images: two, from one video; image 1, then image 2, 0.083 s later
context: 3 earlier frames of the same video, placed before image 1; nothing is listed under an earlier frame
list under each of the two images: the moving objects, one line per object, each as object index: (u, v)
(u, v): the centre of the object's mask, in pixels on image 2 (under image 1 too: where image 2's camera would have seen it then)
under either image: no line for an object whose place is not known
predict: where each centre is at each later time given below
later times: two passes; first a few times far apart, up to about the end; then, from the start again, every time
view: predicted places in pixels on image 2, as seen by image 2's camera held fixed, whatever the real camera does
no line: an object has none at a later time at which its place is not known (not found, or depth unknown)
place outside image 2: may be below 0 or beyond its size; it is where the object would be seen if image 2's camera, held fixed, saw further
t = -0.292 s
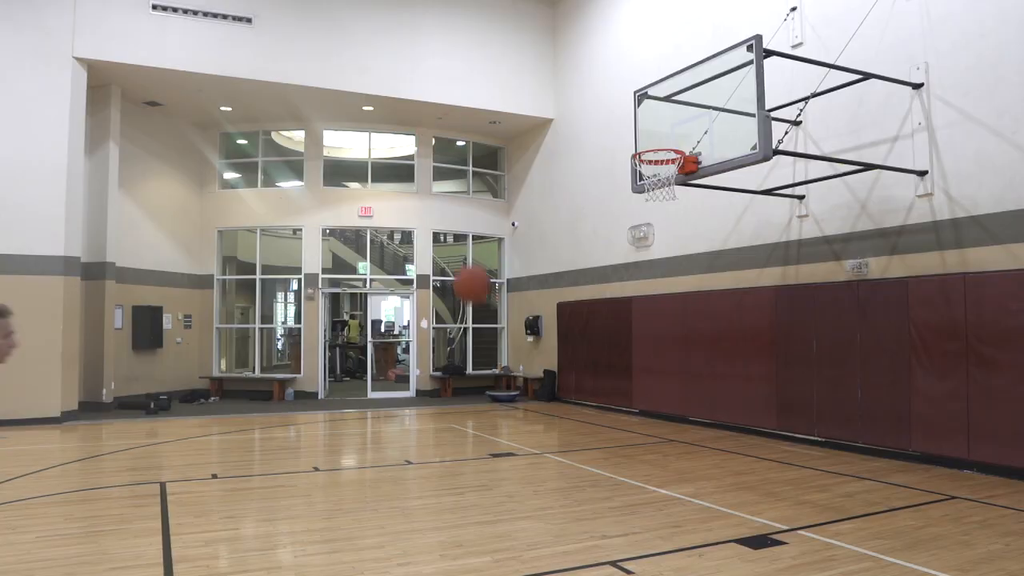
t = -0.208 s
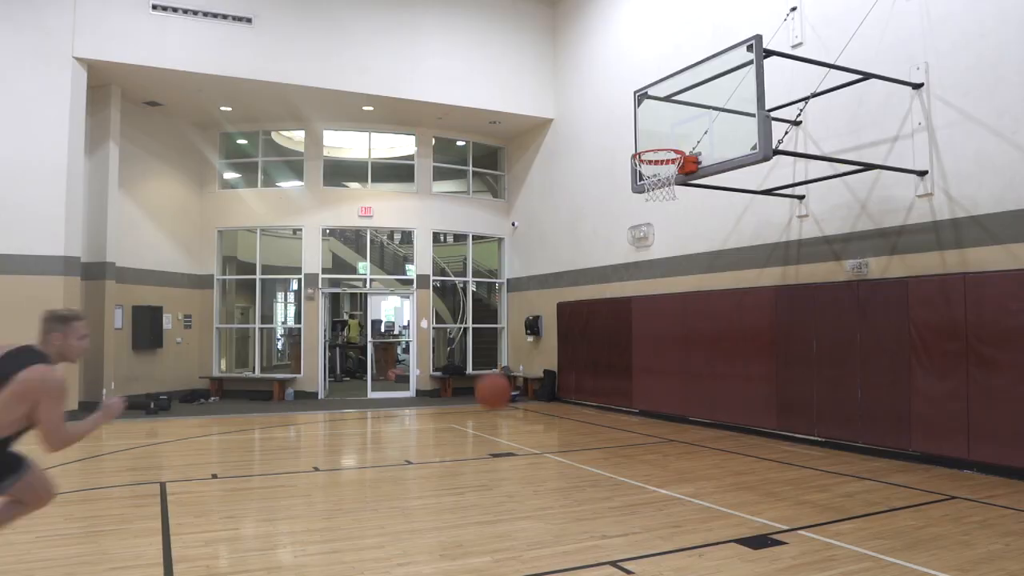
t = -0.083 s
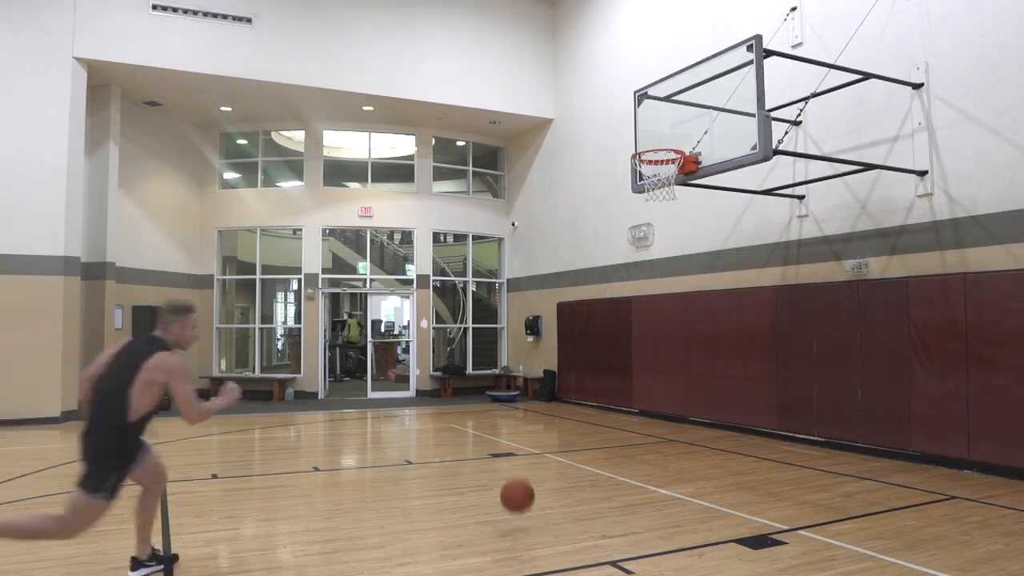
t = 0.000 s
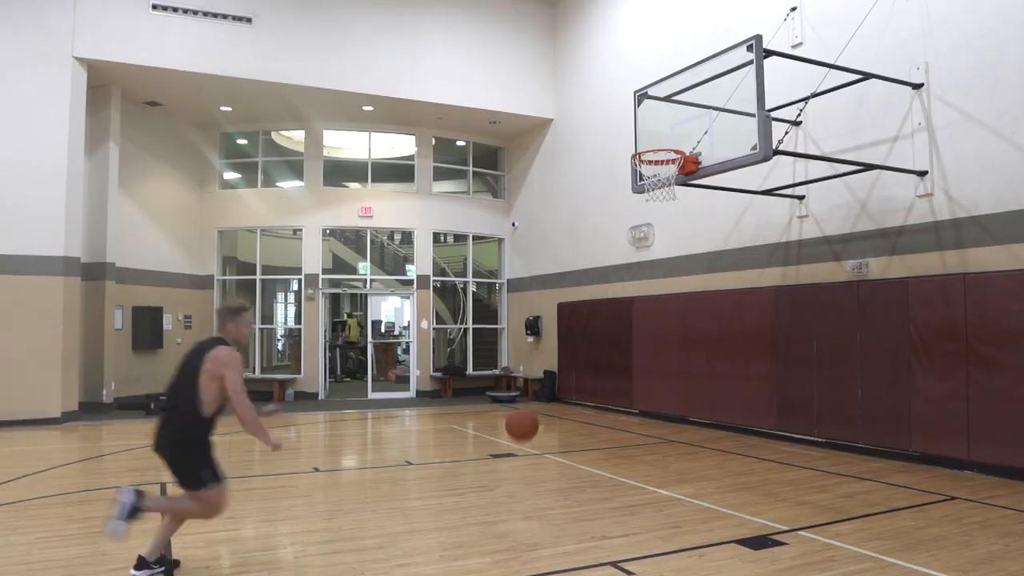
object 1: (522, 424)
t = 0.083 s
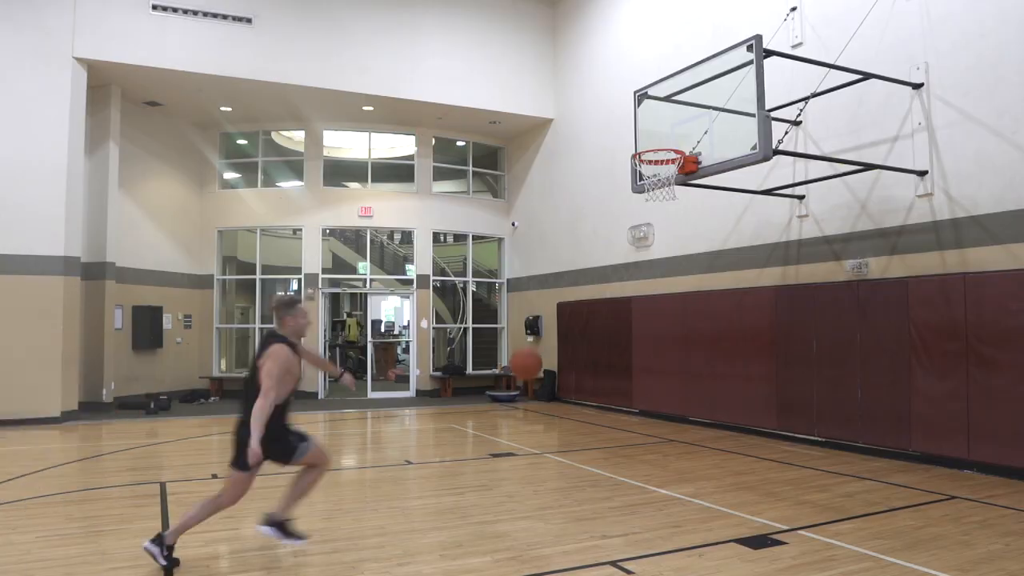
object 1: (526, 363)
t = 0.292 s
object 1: (535, 258)
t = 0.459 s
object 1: (543, 220)
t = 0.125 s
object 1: (528, 337)
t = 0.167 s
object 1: (530, 314)
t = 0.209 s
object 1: (531, 293)
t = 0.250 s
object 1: (534, 274)
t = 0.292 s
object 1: (535, 258)
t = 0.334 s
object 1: (538, 245)
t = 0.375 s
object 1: (540, 234)
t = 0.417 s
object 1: (541, 226)
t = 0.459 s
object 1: (543, 220)
